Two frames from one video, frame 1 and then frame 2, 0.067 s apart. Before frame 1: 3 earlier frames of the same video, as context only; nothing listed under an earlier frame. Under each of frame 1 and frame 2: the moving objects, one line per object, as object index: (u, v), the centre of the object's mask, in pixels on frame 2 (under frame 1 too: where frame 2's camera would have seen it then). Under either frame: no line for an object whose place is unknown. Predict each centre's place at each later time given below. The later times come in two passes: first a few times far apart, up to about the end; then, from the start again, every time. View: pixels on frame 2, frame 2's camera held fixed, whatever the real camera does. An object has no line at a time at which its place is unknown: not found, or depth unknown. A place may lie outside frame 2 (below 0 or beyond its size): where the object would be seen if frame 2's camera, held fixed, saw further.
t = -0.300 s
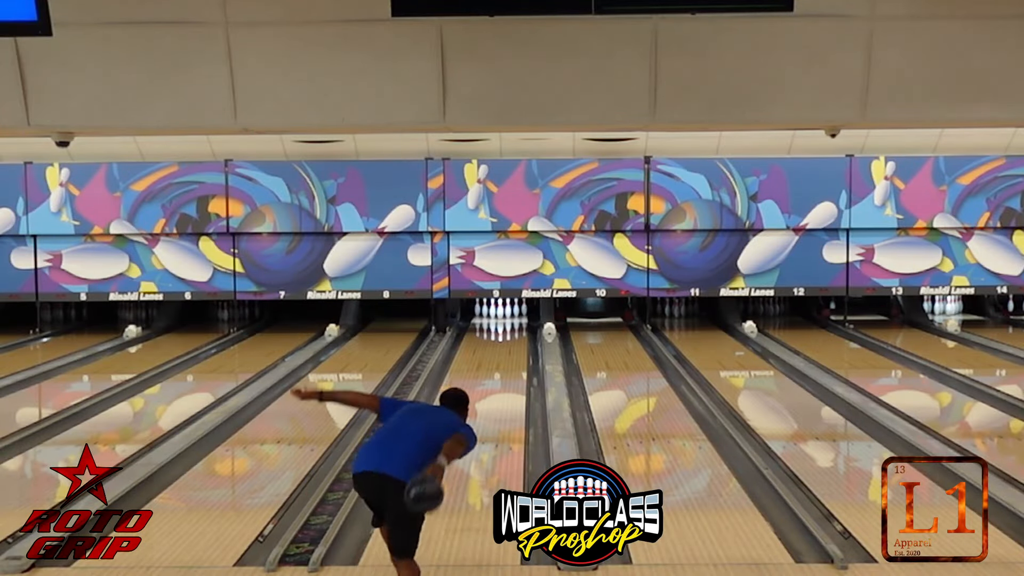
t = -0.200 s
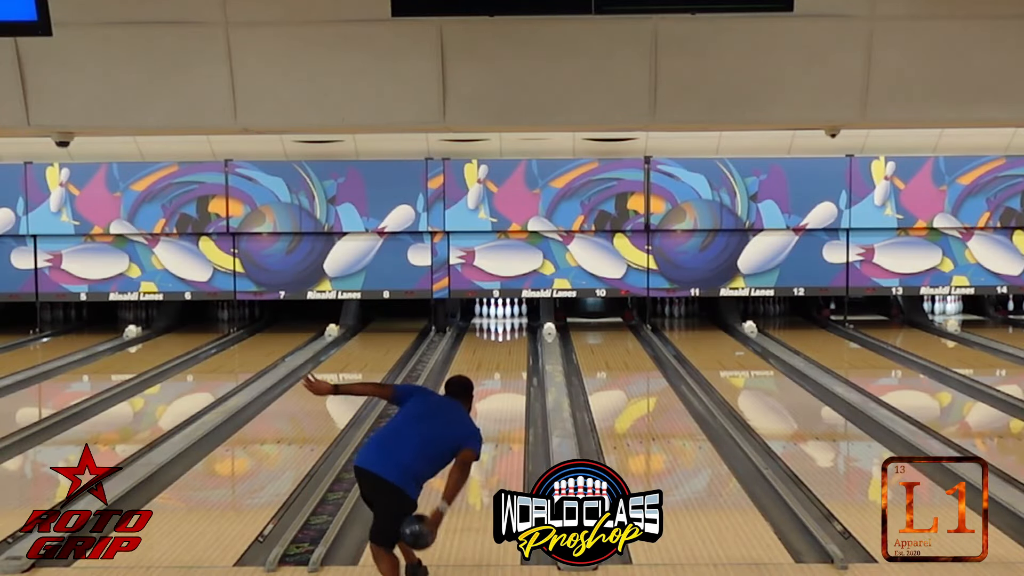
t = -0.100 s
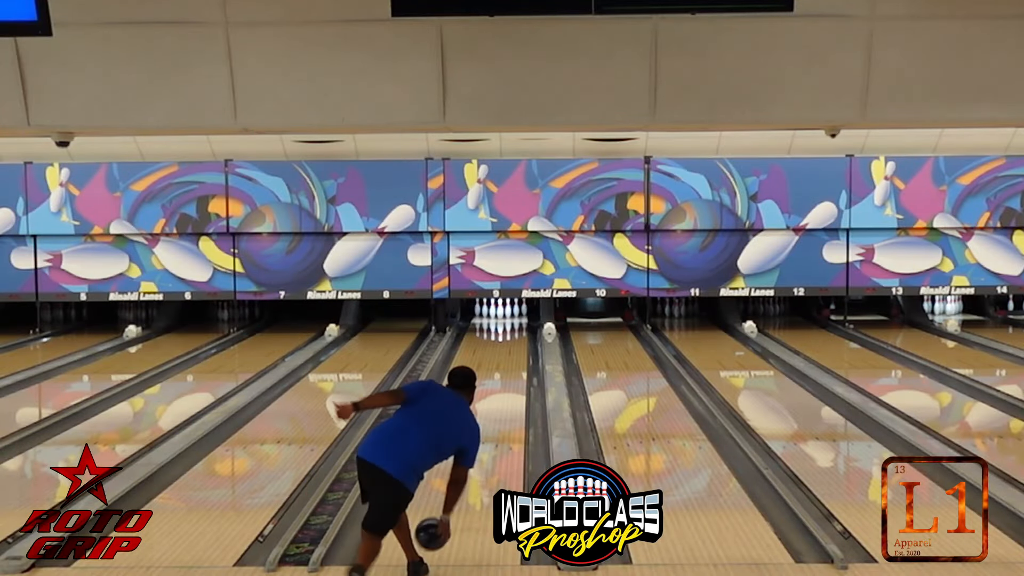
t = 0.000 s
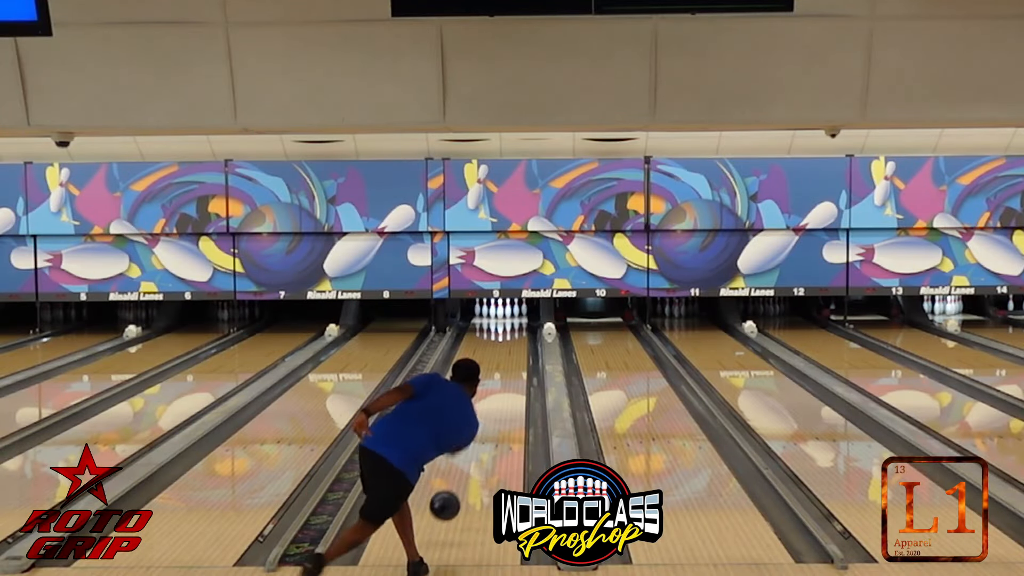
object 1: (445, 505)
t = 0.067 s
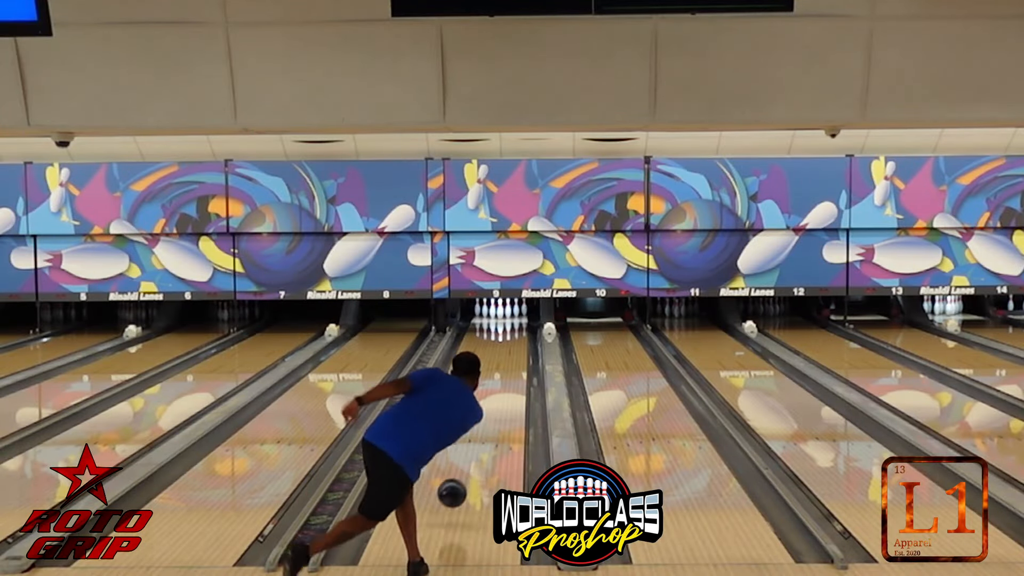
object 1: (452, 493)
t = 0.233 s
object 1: (467, 474)
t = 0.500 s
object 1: (485, 431)
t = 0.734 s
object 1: (495, 403)
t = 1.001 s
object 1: (504, 378)
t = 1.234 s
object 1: (511, 361)
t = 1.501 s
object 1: (516, 345)
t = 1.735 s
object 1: (517, 333)
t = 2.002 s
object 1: (516, 324)
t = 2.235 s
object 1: (508, 315)
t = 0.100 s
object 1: (455, 489)
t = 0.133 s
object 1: (459, 487)
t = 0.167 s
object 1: (462, 487)
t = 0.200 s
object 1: (464, 480)
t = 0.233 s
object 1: (467, 474)
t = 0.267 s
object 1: (470, 468)
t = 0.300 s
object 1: (472, 462)
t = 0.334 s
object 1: (475, 456)
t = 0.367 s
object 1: (476, 450)
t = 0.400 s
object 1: (479, 445)
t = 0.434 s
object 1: (481, 440)
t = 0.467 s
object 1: (483, 435)
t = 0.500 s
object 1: (485, 431)
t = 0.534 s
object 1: (487, 426)
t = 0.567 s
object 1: (488, 422)
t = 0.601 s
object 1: (490, 418)
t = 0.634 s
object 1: (491, 414)
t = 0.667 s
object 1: (493, 410)
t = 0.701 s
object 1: (494, 406)
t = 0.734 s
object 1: (495, 403)
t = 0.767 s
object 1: (497, 399)
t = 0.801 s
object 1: (498, 396)
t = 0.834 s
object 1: (499, 392)
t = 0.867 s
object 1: (500, 389)
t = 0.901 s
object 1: (501, 386)
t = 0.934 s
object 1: (503, 383)
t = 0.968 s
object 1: (504, 381)
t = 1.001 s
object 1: (504, 378)
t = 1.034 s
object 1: (505, 375)
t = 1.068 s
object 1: (506, 373)
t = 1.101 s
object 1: (507, 370)
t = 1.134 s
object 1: (508, 368)
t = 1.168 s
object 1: (509, 365)
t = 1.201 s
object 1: (510, 363)
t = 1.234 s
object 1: (511, 361)
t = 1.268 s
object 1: (511, 358)
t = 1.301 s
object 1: (512, 356)
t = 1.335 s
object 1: (513, 354)
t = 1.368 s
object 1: (513, 352)
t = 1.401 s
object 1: (514, 350)
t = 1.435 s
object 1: (515, 348)
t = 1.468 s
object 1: (515, 347)
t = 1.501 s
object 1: (516, 345)
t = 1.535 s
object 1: (516, 343)
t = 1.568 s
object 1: (516, 341)
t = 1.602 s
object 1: (517, 339)
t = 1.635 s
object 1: (517, 338)
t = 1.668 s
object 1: (517, 336)
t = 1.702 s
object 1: (517, 334)
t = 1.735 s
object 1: (517, 333)
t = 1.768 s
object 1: (517, 332)
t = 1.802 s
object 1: (517, 331)
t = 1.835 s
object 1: (517, 329)
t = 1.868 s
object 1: (517, 328)
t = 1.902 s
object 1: (516, 327)
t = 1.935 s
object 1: (516, 326)
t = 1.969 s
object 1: (516, 325)
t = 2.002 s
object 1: (516, 324)
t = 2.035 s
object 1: (514, 322)
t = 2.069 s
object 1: (513, 321)
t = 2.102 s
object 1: (512, 319)
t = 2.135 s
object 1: (511, 319)
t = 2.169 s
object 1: (510, 317)
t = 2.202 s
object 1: (509, 316)
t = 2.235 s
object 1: (508, 315)
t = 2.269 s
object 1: (507, 314)
